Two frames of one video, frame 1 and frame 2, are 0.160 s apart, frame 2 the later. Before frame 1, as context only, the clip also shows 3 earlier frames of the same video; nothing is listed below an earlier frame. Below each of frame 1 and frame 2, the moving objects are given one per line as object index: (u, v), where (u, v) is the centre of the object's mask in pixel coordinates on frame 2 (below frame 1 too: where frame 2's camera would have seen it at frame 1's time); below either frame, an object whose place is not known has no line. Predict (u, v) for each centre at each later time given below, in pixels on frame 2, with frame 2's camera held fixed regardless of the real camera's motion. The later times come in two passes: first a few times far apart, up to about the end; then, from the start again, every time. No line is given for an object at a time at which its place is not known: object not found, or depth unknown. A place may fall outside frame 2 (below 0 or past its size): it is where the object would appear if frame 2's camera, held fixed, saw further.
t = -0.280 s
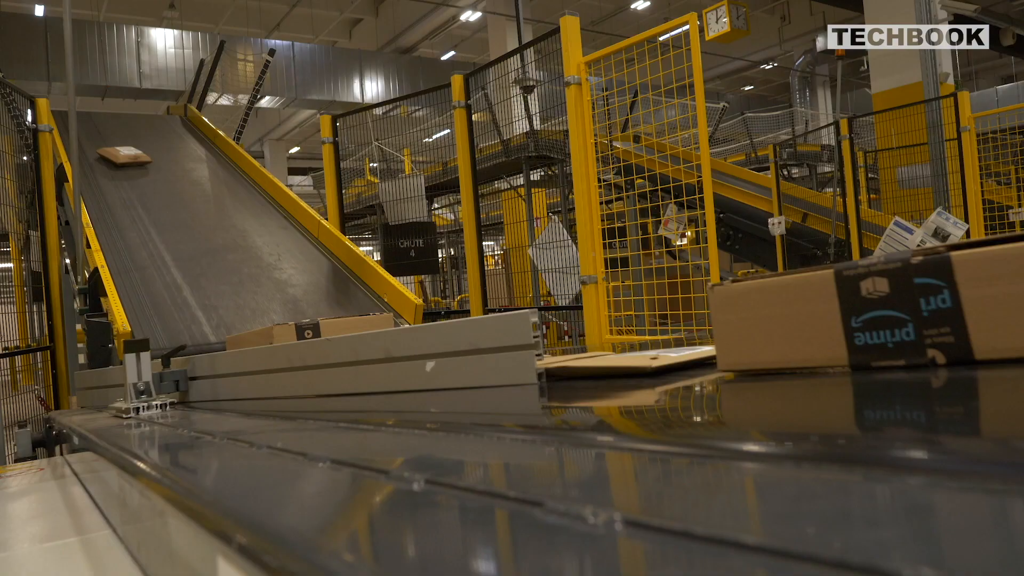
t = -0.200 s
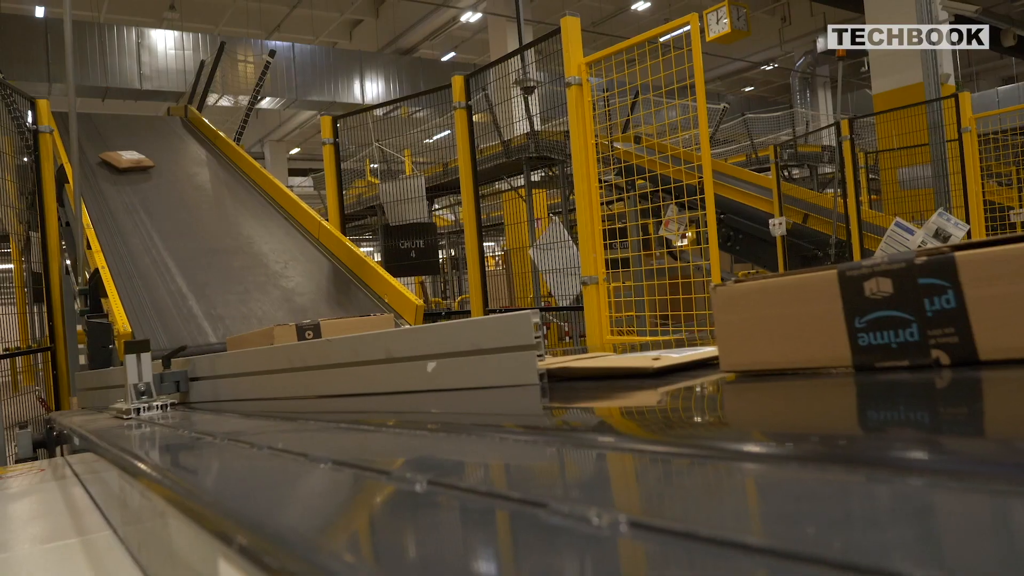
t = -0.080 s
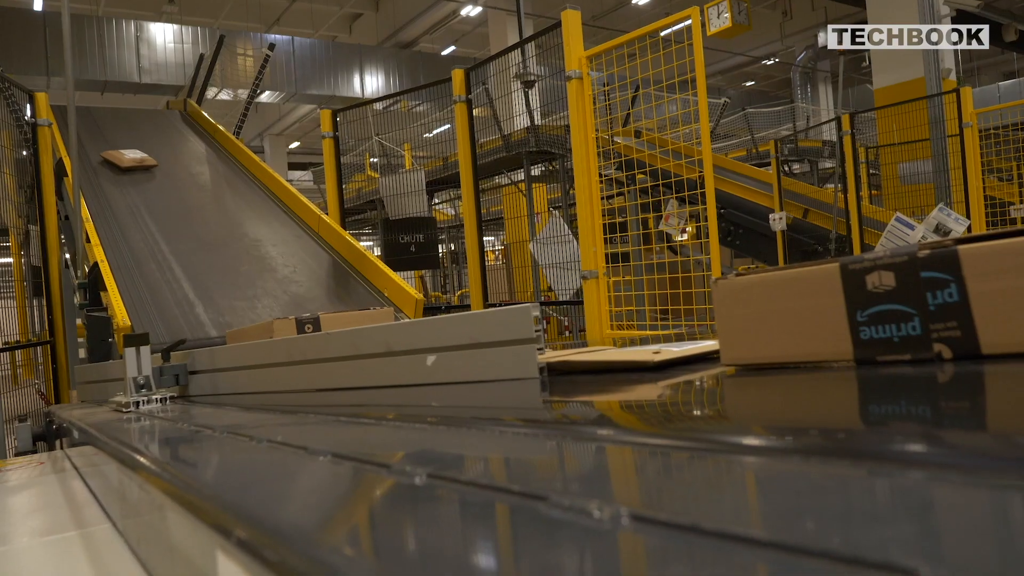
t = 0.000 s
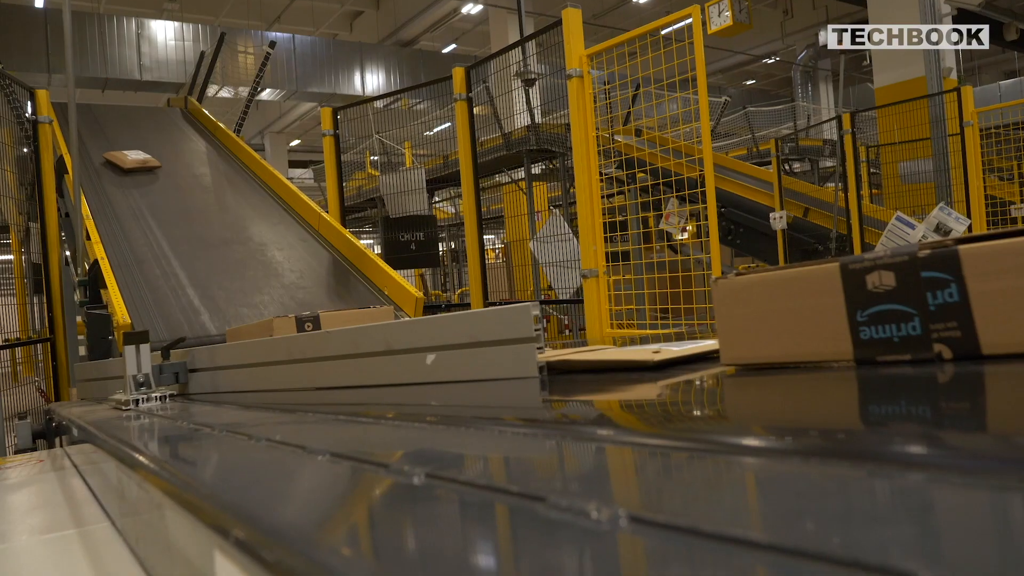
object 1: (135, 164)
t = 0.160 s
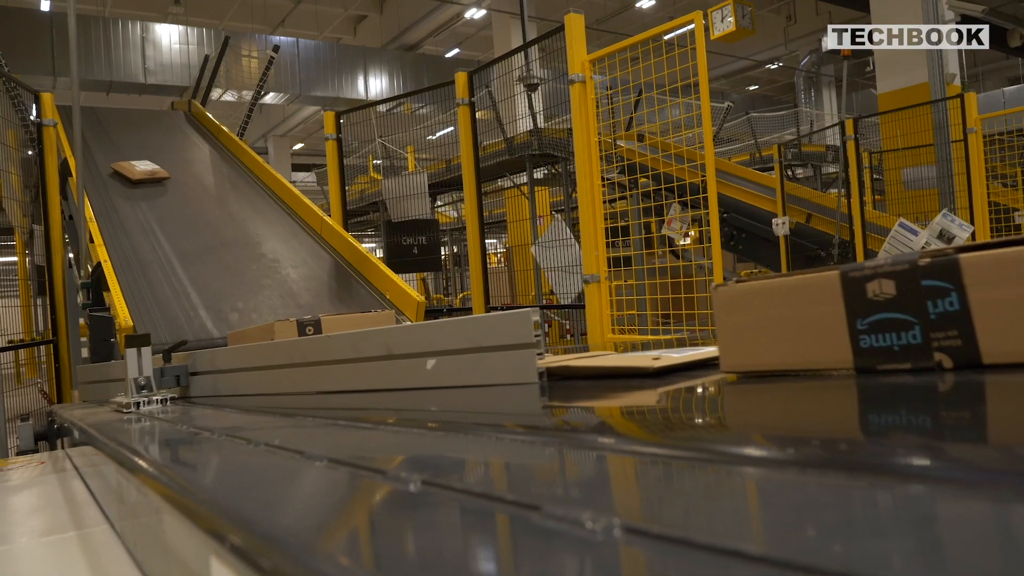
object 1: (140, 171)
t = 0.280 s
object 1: (145, 178)
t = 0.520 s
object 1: (153, 192)
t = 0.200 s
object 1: (142, 174)
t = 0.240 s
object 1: (143, 176)
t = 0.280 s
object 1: (145, 178)
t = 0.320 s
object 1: (146, 180)
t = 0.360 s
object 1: (147, 182)
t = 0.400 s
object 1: (149, 185)
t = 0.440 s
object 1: (150, 187)
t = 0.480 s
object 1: (151, 189)
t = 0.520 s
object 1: (153, 192)
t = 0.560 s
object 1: (153, 193)
